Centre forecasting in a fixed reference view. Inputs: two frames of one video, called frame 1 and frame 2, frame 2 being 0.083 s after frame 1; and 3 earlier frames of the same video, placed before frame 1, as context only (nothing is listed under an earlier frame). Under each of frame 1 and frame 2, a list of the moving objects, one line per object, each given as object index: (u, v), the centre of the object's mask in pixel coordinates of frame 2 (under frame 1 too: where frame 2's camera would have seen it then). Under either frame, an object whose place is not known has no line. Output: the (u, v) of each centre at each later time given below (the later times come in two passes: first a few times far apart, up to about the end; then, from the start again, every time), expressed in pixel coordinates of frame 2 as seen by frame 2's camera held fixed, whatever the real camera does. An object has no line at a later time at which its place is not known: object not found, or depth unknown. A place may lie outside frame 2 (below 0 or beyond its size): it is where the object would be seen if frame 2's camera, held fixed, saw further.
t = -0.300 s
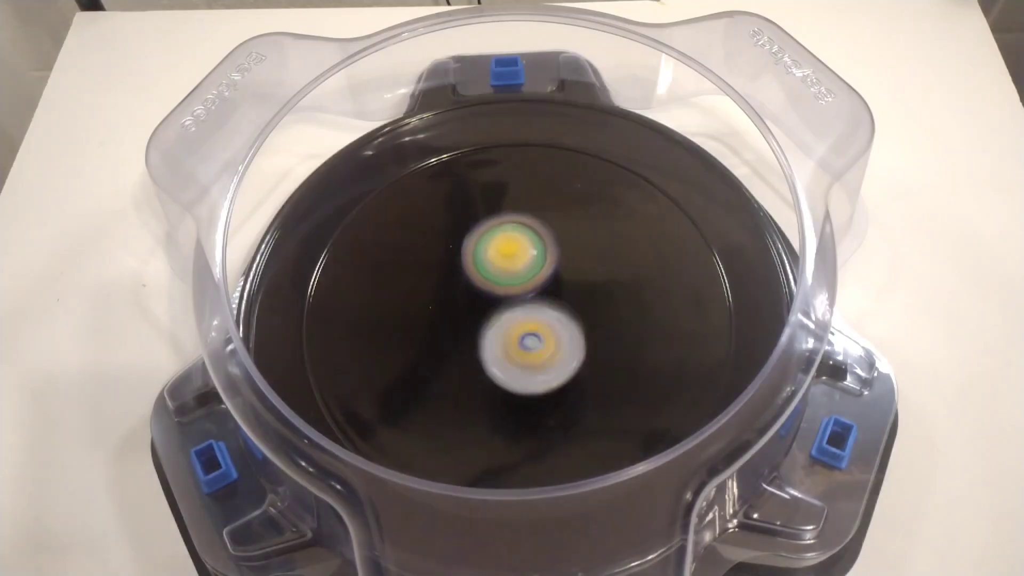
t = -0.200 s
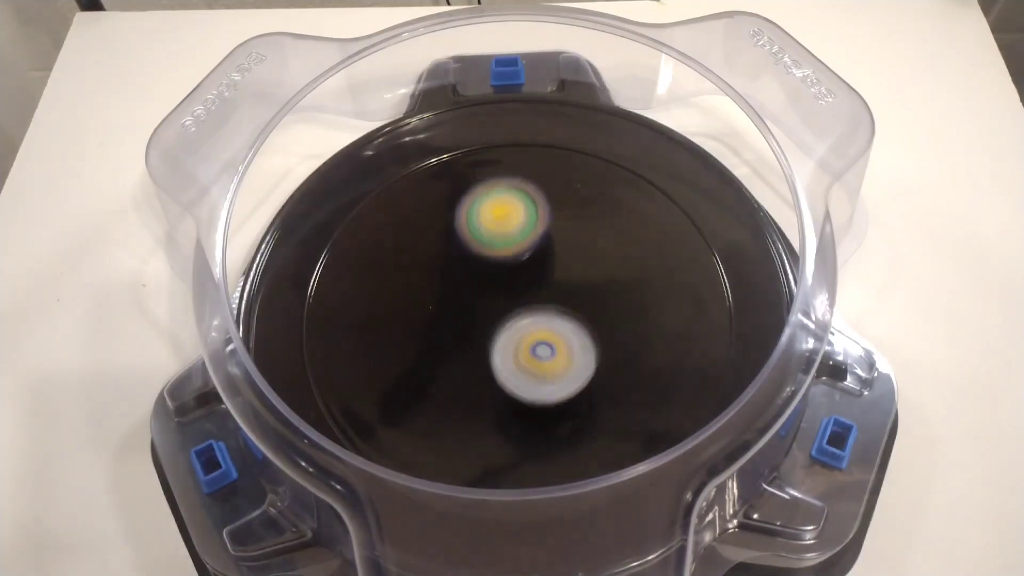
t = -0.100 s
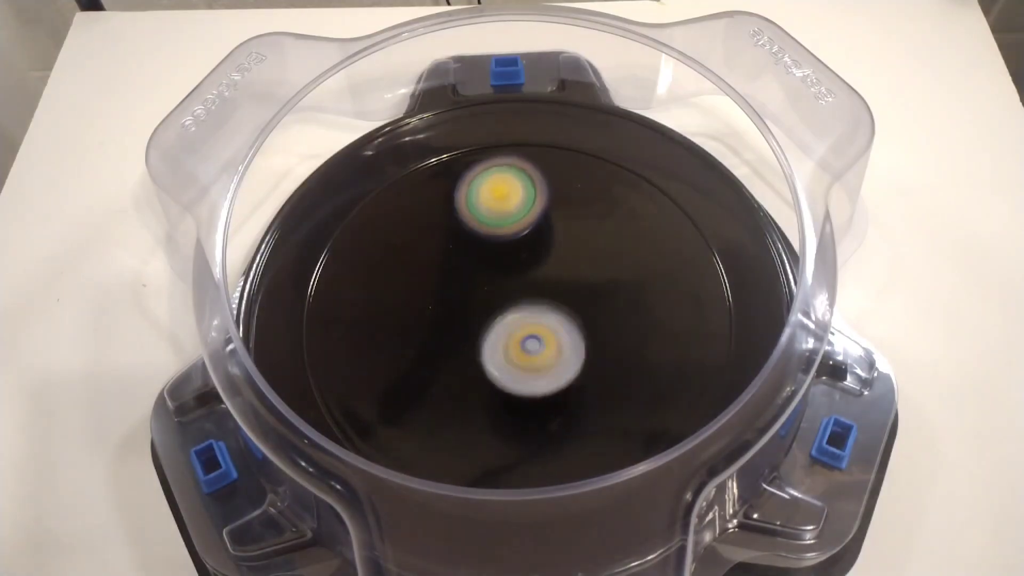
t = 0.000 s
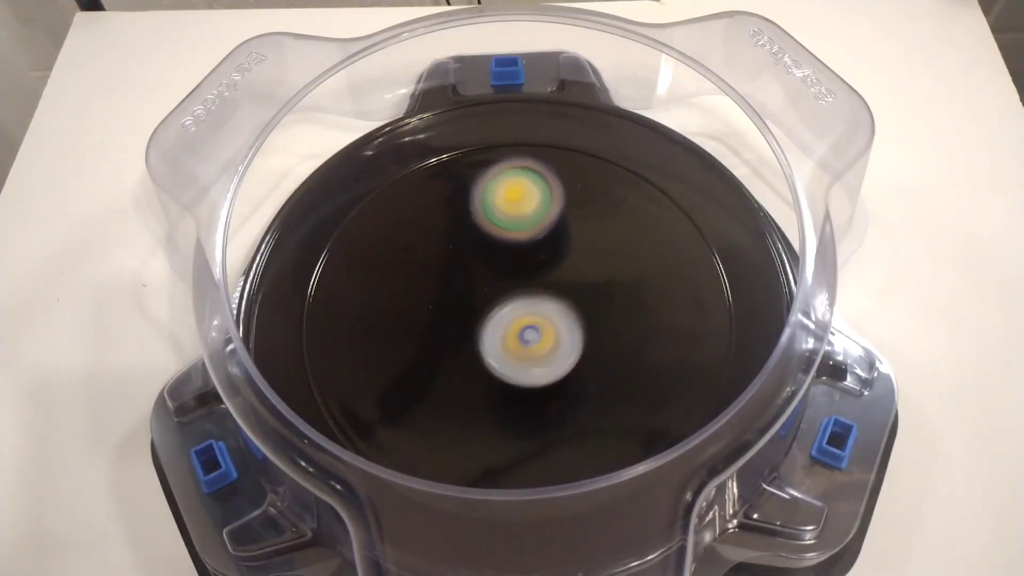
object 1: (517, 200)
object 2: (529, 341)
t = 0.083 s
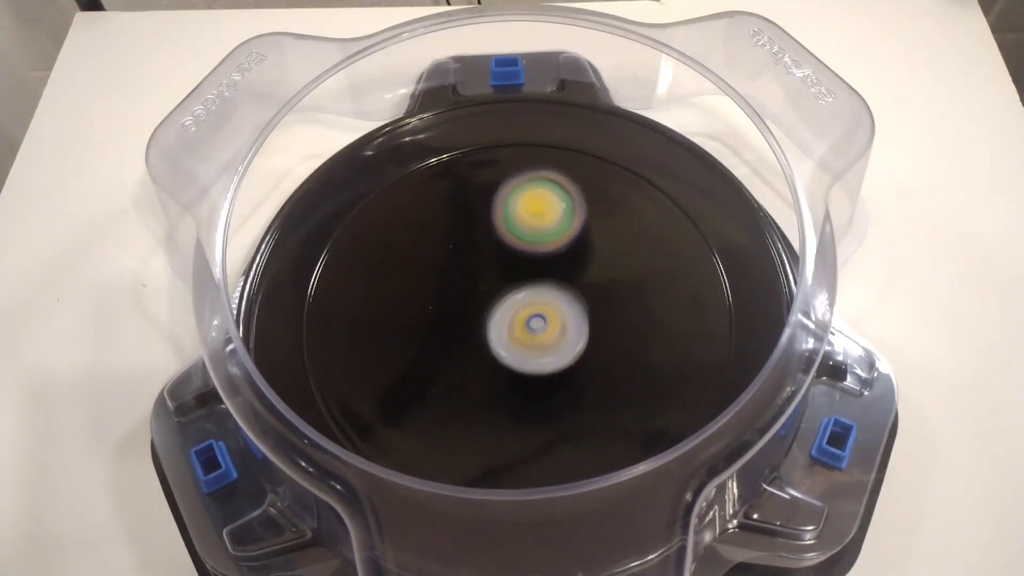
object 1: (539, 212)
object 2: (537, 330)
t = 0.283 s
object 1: (560, 234)
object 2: (553, 340)
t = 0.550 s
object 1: (518, 217)
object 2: (524, 384)
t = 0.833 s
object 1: (510, 232)
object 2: (466, 340)
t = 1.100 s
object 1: (533, 152)
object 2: (512, 399)
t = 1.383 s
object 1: (544, 244)
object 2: (528, 350)
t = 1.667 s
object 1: (494, 223)
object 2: (564, 422)
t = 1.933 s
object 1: (516, 265)
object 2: (536, 355)
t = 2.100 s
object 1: (393, 173)
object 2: (684, 417)
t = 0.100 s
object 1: (543, 215)
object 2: (538, 328)
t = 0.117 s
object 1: (548, 219)
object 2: (541, 327)
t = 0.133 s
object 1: (551, 222)
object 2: (542, 325)
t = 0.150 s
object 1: (556, 226)
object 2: (544, 323)
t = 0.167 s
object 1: (559, 230)
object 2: (545, 322)
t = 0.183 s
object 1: (562, 233)
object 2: (547, 322)
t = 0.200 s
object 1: (563, 233)
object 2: (550, 325)
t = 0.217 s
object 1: (564, 233)
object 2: (551, 328)
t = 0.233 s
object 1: (564, 233)
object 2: (553, 332)
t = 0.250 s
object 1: (563, 233)
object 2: (549, 336)
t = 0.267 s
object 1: (562, 234)
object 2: (553, 338)
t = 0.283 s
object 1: (560, 234)
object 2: (553, 340)
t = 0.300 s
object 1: (558, 234)
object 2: (551, 342)
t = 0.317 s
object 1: (556, 235)
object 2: (550, 344)
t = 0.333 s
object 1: (554, 236)
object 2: (547, 344)
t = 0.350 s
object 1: (552, 237)
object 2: (540, 346)
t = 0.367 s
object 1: (550, 239)
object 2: (542, 345)
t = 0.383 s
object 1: (547, 241)
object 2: (539, 345)
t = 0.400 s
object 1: (545, 242)
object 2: (536, 345)
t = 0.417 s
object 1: (543, 245)
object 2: (533, 343)
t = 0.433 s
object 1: (541, 247)
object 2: (531, 342)
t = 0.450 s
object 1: (539, 249)
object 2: (528, 342)
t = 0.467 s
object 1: (536, 250)
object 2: (527, 341)
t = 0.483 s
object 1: (533, 245)
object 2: (526, 349)
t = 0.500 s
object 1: (529, 237)
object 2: (527, 361)
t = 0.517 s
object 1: (525, 229)
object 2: (527, 370)
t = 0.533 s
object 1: (521, 223)
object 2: (526, 377)
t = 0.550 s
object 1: (518, 217)
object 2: (524, 384)
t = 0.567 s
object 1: (515, 214)
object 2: (520, 389)
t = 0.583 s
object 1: (512, 211)
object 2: (513, 392)
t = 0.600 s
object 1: (510, 210)
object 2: (508, 396)
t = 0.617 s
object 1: (508, 209)
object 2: (507, 397)
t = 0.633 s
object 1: (507, 209)
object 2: (502, 397)
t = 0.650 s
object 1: (506, 210)
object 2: (494, 397)
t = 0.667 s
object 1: (506, 211)
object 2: (489, 395)
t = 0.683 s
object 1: (506, 213)
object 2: (484, 393)
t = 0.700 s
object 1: (506, 215)
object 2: (477, 389)
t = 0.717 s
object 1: (506, 217)
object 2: (473, 384)
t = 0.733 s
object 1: (506, 219)
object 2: (469, 380)
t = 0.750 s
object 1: (507, 221)
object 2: (466, 374)
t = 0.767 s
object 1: (507, 223)
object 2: (464, 368)
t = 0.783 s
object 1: (508, 225)
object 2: (463, 361)
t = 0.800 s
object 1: (508, 228)
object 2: (464, 354)
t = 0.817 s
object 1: (509, 230)
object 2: (465, 348)
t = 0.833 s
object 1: (510, 232)
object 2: (466, 340)
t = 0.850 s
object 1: (510, 234)
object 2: (470, 334)
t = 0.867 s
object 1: (511, 236)
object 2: (473, 328)
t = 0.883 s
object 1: (511, 238)
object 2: (479, 322)
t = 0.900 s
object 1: (512, 229)
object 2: (484, 329)
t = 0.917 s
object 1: (513, 215)
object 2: (487, 341)
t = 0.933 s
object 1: (515, 201)
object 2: (492, 354)
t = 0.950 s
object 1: (516, 189)
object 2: (495, 364)
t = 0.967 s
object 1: (517, 178)
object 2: (496, 371)
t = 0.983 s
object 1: (519, 169)
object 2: (503, 378)
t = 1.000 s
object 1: (520, 161)
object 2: (501, 383)
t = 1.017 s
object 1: (523, 156)
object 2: (504, 388)
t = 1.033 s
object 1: (524, 153)
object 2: (506, 392)
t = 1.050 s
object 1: (526, 151)
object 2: (508, 393)
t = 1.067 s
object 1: (528, 149)
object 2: (512, 396)
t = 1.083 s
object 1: (530, 150)
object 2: (509, 398)
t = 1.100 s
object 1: (533, 152)
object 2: (512, 399)
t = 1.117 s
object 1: (536, 154)
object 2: (510, 399)
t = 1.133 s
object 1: (538, 158)
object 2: (513, 398)
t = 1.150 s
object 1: (541, 163)
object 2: (509, 398)
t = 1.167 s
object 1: (543, 169)
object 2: (513, 396)
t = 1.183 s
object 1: (545, 174)
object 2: (508, 395)
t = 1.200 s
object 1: (546, 180)
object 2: (508, 393)
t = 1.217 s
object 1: (547, 186)
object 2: (507, 391)
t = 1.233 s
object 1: (547, 191)
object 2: (508, 388)
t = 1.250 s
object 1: (547, 197)
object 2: (508, 385)
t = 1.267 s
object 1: (548, 203)
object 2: (510, 380)
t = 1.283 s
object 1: (548, 209)
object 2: (515, 376)
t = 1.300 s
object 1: (547, 215)
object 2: (513, 372)
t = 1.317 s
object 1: (547, 220)
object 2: (516, 368)
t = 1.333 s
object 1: (546, 226)
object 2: (521, 362)
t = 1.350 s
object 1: (546, 232)
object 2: (521, 358)
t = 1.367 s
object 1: (545, 238)
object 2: (528, 353)
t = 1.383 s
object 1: (544, 244)
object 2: (528, 350)
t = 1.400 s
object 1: (543, 250)
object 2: (535, 345)
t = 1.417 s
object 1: (541, 253)
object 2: (542, 344)
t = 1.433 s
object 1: (536, 247)
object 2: (551, 353)
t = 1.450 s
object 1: (530, 240)
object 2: (559, 363)
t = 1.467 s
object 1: (524, 234)
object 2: (566, 372)
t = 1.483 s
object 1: (519, 229)
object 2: (568, 378)
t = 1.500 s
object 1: (513, 225)
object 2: (574, 385)
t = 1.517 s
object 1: (508, 222)
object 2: (578, 391)
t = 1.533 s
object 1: (504, 220)
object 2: (577, 397)
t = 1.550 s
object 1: (501, 218)
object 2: (579, 402)
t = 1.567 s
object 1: (498, 217)
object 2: (577, 408)
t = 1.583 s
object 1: (496, 217)
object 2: (577, 411)
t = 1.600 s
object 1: (495, 217)
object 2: (574, 415)
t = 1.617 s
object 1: (494, 218)
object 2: (573, 417)
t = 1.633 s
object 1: (494, 219)
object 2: (569, 420)
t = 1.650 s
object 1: (494, 221)
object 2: (568, 420)
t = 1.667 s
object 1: (494, 223)
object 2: (564, 422)
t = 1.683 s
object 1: (495, 226)
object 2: (563, 421)
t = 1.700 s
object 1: (495, 229)
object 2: (558, 421)
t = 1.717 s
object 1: (497, 232)
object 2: (557, 420)
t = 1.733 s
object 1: (498, 235)
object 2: (551, 417)
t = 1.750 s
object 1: (500, 237)
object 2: (550, 415)
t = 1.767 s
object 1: (502, 240)
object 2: (545, 411)
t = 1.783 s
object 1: (504, 242)
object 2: (544, 408)
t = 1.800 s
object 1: (506, 245)
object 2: (539, 403)
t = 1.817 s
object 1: (509, 248)
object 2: (539, 399)
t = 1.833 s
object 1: (511, 250)
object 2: (535, 393)
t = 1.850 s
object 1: (513, 252)
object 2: (531, 389)
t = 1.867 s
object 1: (514, 254)
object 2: (533, 381)
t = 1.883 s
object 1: (516, 256)
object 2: (534, 376)
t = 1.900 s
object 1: (517, 259)
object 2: (534, 369)
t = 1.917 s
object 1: (517, 262)
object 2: (532, 363)
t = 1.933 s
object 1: (516, 265)
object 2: (536, 355)
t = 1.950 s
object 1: (515, 266)
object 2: (546, 354)
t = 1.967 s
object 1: (497, 254)
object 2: (569, 367)
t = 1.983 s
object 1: (479, 240)
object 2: (595, 379)
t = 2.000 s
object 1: (462, 226)
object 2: (619, 390)
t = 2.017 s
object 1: (447, 214)
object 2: (636, 400)
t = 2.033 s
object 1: (433, 203)
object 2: (652, 406)
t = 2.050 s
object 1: (421, 192)
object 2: (670, 414)
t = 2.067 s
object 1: (410, 185)
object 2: (677, 416)
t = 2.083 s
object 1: (400, 178)
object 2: (680, 417)
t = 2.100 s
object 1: (393, 173)
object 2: (684, 417)
